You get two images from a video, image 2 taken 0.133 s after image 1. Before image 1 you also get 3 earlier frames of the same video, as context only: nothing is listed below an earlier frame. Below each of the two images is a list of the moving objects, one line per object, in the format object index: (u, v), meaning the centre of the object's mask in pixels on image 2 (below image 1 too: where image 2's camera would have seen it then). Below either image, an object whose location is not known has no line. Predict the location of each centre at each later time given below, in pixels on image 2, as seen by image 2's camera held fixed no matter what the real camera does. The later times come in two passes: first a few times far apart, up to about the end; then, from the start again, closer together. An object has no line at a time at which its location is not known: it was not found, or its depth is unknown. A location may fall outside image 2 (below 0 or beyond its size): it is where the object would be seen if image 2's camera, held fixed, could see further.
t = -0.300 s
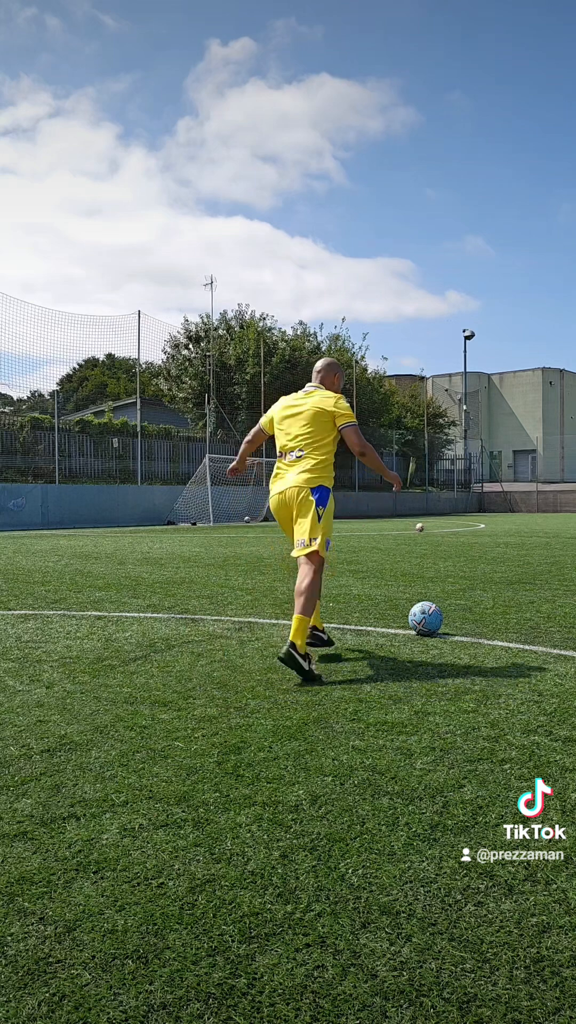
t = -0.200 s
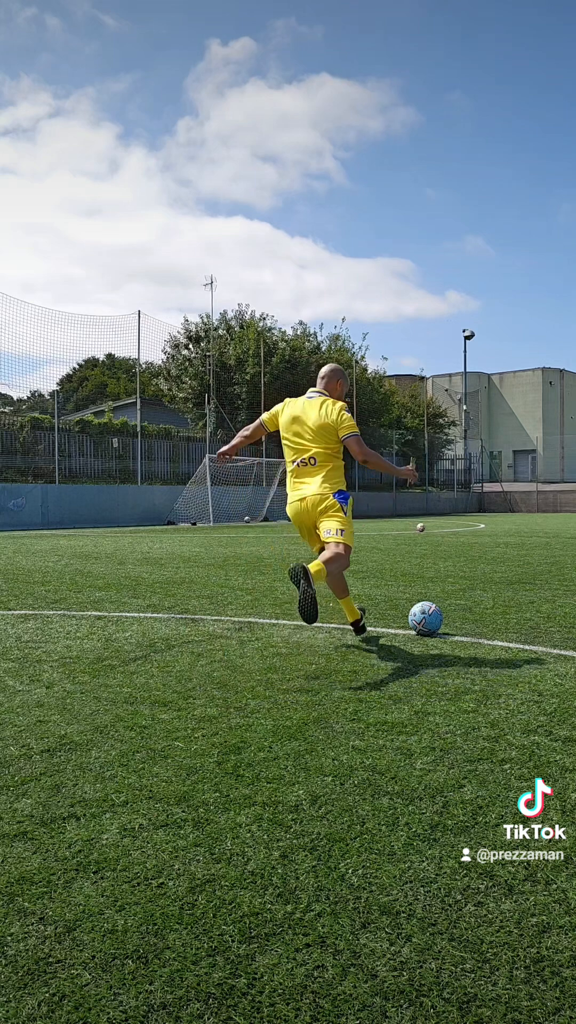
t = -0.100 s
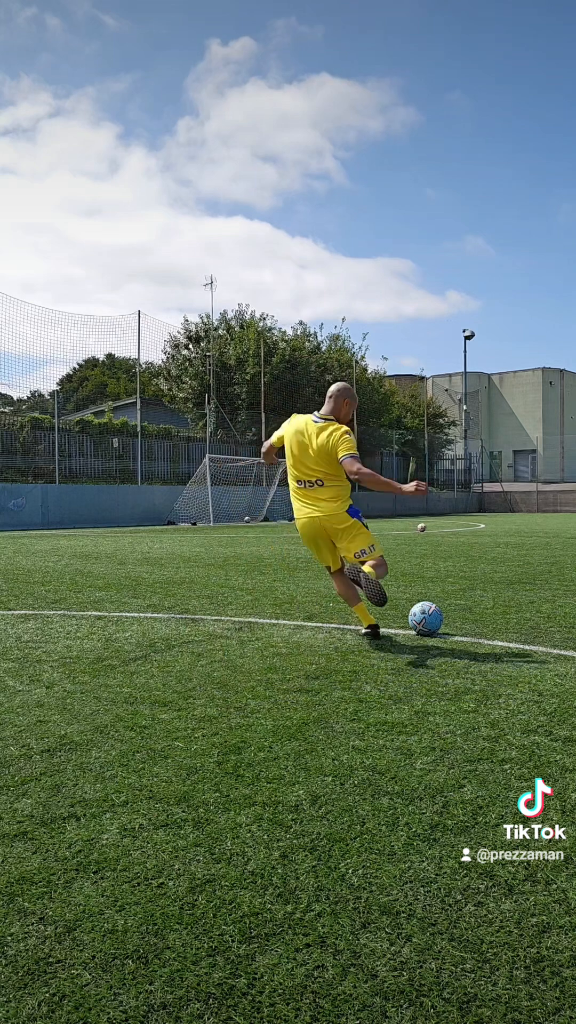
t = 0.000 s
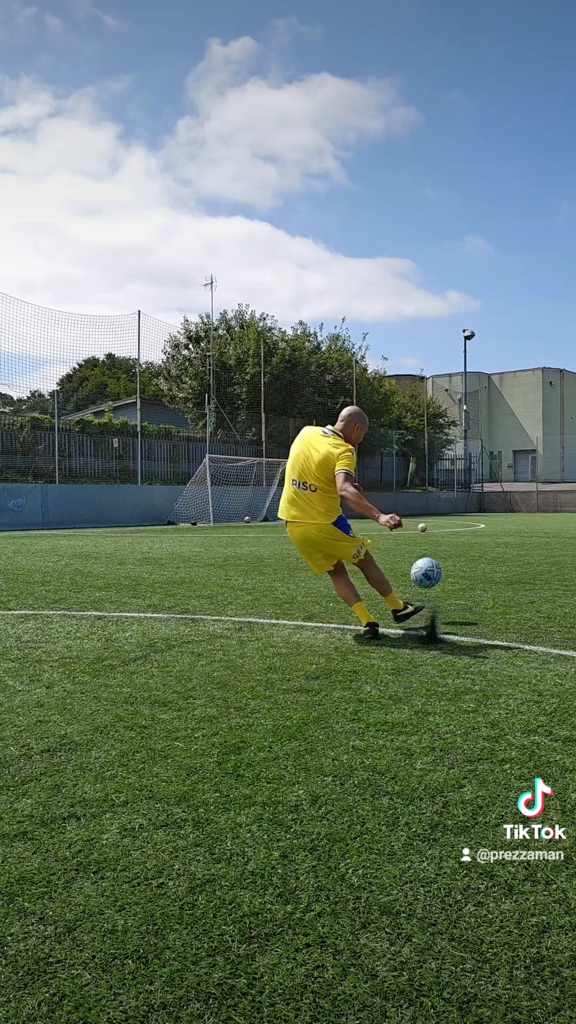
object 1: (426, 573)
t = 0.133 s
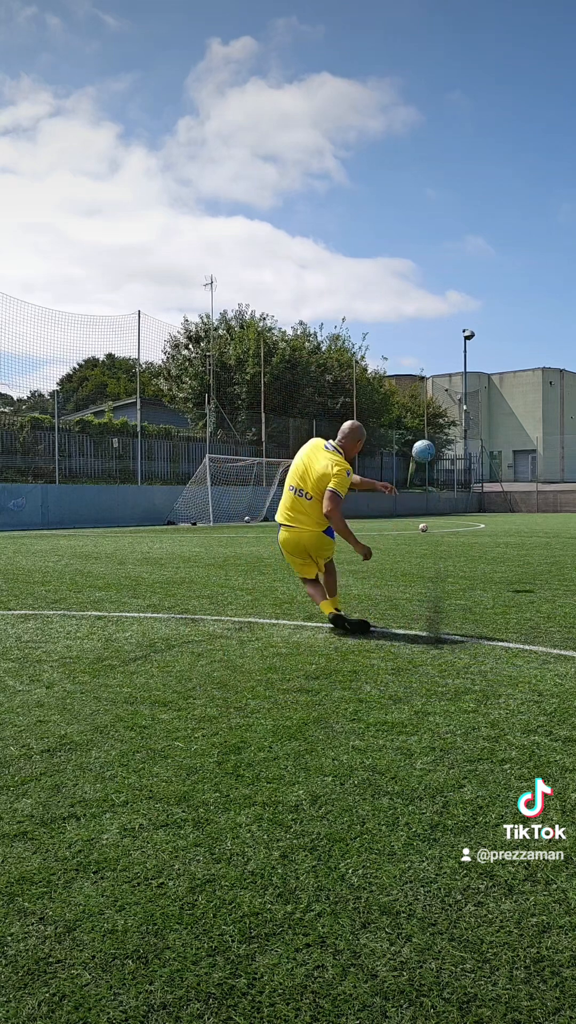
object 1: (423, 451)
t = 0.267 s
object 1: (421, 393)
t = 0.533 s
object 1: (418, 351)
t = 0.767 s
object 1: (416, 350)
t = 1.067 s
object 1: (414, 376)
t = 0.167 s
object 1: (423, 433)
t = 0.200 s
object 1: (422, 417)
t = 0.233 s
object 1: (422, 404)
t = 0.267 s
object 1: (421, 393)
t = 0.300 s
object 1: (421, 383)
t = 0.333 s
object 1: (420, 375)
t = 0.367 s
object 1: (420, 370)
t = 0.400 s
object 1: (420, 364)
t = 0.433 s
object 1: (419, 359)
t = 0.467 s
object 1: (419, 356)
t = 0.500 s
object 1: (418, 353)
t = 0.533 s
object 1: (418, 351)
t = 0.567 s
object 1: (418, 349)
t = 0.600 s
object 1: (418, 348)
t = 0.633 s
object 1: (417, 347)
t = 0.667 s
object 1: (417, 347)
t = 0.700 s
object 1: (417, 348)
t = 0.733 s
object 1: (416, 349)
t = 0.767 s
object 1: (416, 350)
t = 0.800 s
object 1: (416, 352)
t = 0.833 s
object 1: (416, 354)
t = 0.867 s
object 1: (416, 356)
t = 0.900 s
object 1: (416, 359)
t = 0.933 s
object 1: (416, 362)
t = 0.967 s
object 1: (415, 365)
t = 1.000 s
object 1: (415, 369)
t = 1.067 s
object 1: (414, 376)
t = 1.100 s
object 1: (414, 380)
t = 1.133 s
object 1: (414, 384)
